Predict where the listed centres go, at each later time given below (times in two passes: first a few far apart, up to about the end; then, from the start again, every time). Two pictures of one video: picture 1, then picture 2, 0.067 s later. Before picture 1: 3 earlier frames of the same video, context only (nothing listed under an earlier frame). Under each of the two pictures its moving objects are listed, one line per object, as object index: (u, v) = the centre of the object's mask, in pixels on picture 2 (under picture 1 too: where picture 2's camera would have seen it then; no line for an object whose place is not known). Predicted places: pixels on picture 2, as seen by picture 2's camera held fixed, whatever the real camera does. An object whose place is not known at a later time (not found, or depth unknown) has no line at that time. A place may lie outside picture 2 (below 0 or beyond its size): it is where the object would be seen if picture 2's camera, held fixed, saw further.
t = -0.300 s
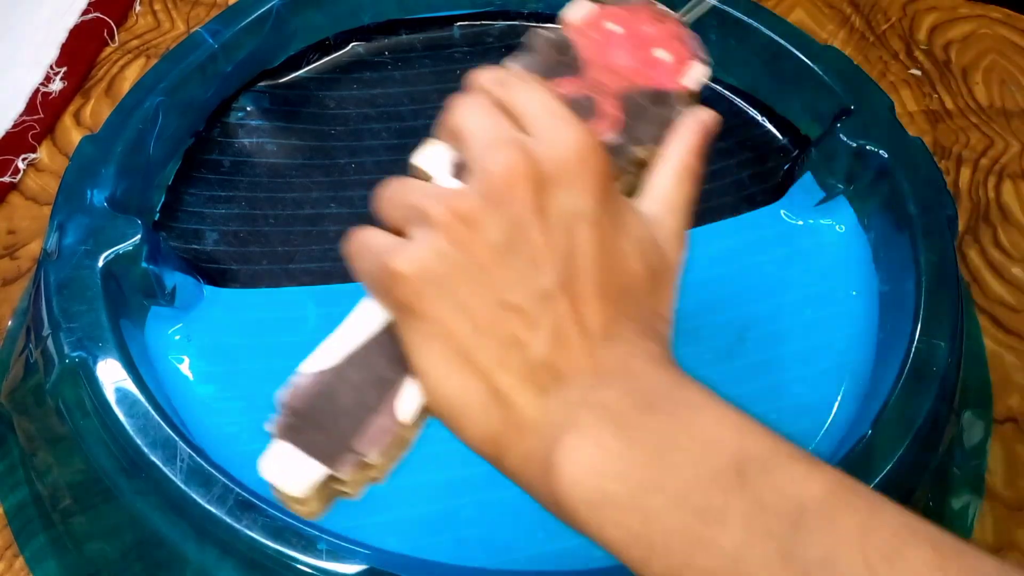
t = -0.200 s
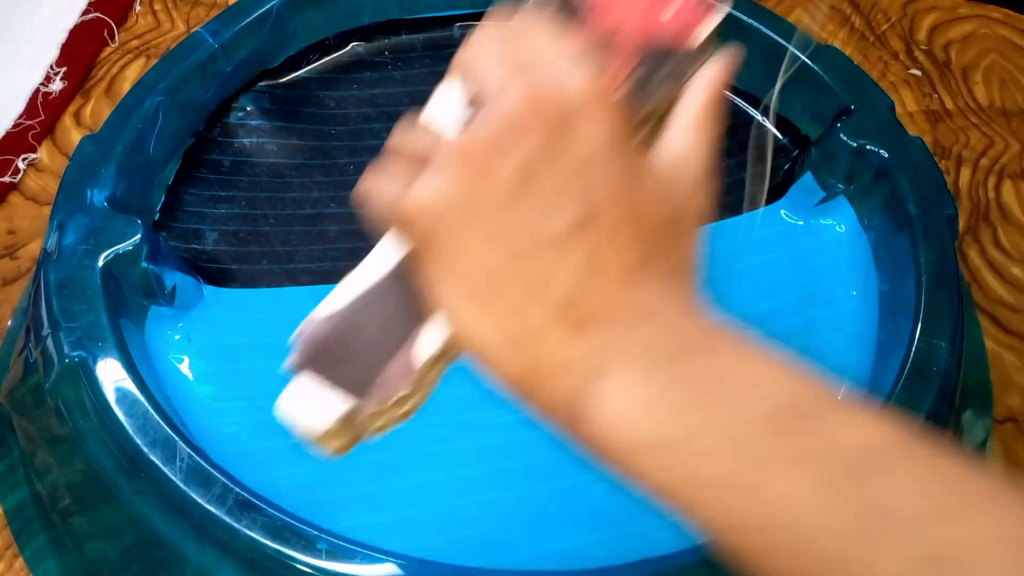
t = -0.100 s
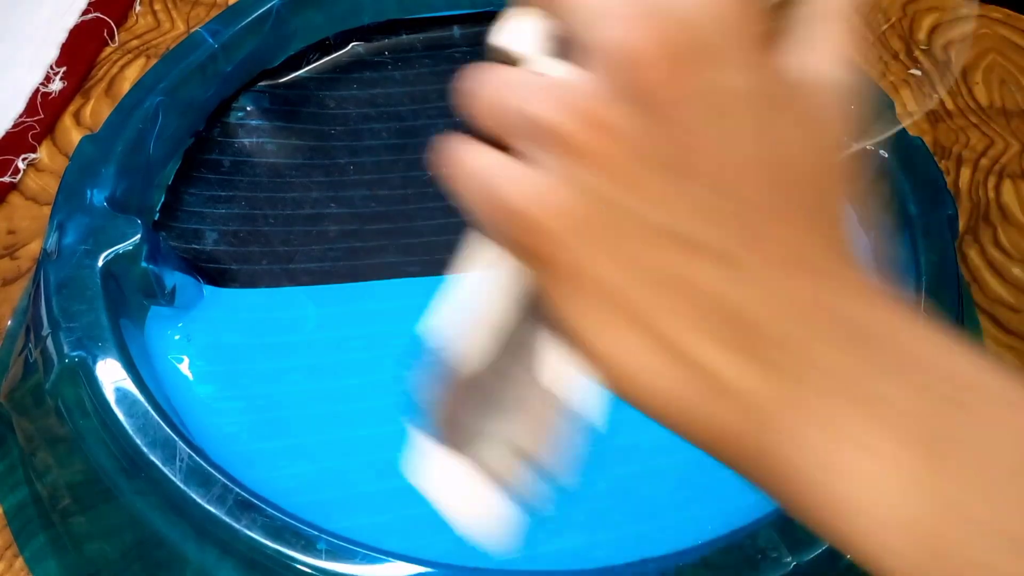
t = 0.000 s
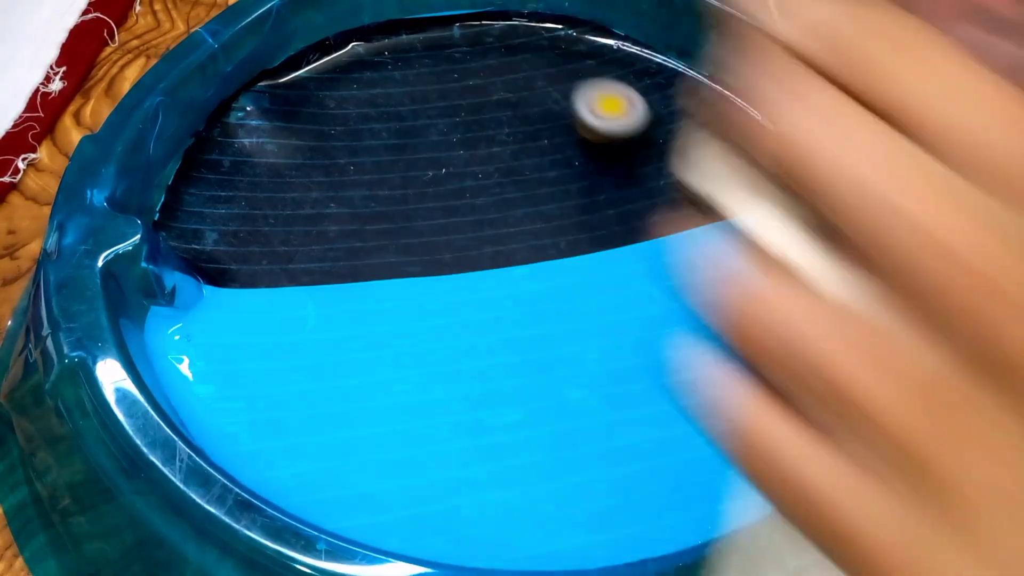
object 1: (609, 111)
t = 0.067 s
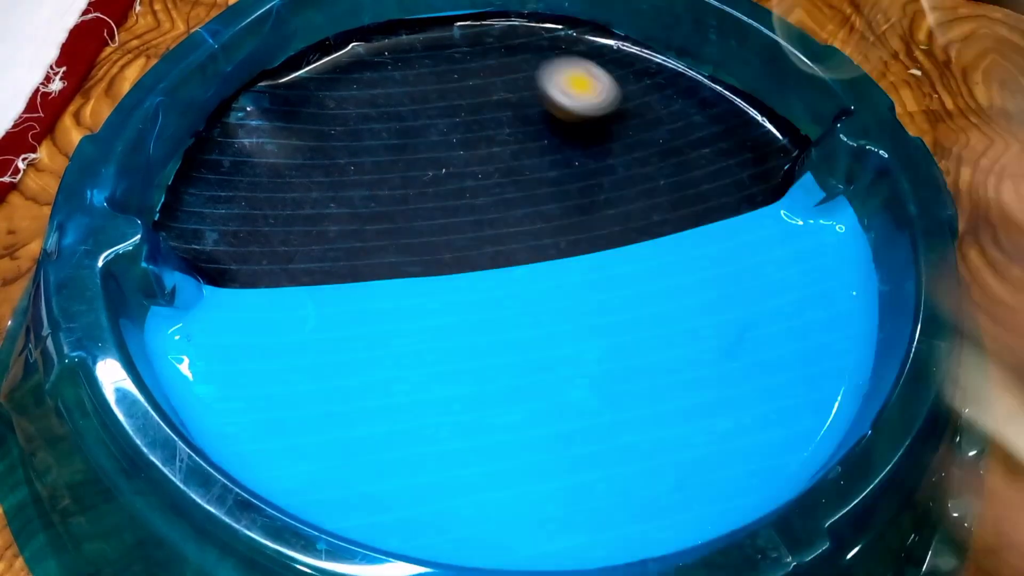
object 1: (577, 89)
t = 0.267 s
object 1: (418, 66)
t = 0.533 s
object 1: (258, 260)
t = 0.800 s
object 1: (575, 447)
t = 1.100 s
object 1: (772, 209)
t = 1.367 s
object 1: (476, 218)
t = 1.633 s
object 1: (348, 335)
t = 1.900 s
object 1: (493, 462)
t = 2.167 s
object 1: (630, 358)
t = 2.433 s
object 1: (539, 214)
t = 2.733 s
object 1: (321, 190)
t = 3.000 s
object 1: (279, 333)
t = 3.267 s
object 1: (503, 367)
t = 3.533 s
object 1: (604, 224)
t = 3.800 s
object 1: (536, 135)
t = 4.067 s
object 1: (417, 134)
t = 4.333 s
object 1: (435, 251)
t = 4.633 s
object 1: (622, 275)
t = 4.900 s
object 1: (658, 182)
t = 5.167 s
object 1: (536, 172)
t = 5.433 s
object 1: (474, 273)
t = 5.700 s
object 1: (556, 369)
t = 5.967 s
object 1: (629, 337)
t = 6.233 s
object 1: (569, 283)
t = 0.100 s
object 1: (557, 81)
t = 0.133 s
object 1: (533, 72)
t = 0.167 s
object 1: (507, 65)
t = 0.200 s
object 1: (478, 62)
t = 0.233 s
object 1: (448, 63)
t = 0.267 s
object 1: (418, 66)
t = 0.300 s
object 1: (388, 74)
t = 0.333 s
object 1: (358, 85)
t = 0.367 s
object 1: (328, 103)
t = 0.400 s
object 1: (301, 126)
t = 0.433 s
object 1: (278, 157)
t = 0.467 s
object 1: (262, 191)
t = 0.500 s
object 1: (255, 225)
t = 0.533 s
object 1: (258, 260)
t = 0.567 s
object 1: (271, 300)
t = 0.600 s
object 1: (294, 341)
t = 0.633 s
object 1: (328, 376)
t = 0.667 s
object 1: (370, 406)
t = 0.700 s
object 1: (419, 428)
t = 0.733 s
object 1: (471, 444)
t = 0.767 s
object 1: (523, 449)
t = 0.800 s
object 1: (575, 447)
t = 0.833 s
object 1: (626, 435)
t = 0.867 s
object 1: (675, 417)
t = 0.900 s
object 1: (719, 393)
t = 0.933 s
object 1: (756, 361)
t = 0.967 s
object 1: (781, 327)
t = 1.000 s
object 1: (797, 292)
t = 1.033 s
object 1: (805, 260)
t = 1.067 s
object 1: (802, 223)
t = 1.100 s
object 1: (772, 209)
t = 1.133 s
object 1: (735, 208)
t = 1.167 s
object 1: (693, 216)
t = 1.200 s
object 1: (652, 214)
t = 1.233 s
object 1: (613, 214)
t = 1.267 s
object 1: (576, 213)
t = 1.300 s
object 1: (540, 213)
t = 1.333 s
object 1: (507, 214)
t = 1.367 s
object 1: (476, 218)
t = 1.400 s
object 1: (447, 224)
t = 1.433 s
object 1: (420, 233)
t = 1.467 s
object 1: (398, 243)
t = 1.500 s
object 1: (381, 256)
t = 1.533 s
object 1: (369, 271)
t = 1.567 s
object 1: (359, 288)
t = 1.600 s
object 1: (352, 310)
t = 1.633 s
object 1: (348, 335)
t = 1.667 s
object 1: (350, 358)
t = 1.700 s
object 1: (357, 381)
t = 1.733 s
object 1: (369, 404)
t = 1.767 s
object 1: (387, 425)
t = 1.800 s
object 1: (411, 443)
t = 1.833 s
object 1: (438, 456)
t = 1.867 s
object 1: (465, 461)
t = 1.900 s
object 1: (493, 462)
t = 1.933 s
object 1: (519, 458)
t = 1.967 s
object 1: (543, 450)
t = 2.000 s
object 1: (565, 440)
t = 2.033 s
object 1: (585, 428)
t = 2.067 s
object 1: (603, 412)
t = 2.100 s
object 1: (617, 395)
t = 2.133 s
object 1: (626, 377)
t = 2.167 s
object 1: (630, 358)
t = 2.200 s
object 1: (630, 339)
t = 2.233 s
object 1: (626, 318)
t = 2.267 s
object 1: (618, 298)
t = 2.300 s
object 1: (606, 276)
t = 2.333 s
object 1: (591, 257)
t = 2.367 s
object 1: (575, 239)
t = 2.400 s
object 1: (558, 225)
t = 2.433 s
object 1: (539, 214)
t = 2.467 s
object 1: (517, 202)
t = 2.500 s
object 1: (493, 192)
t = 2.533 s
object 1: (468, 185)
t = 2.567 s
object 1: (441, 179)
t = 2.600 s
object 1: (416, 176)
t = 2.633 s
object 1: (391, 177)
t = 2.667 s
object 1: (368, 178)
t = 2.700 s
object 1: (344, 183)
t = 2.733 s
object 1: (321, 190)
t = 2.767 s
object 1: (301, 201)
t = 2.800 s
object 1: (284, 213)
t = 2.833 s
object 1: (270, 230)
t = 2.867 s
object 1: (260, 246)
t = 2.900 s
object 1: (256, 265)
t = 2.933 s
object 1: (257, 287)
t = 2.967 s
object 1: (264, 309)
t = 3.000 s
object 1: (279, 333)
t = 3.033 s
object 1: (299, 351)
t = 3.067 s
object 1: (322, 366)
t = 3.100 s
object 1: (351, 378)
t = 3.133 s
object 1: (380, 385)
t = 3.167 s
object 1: (412, 387)
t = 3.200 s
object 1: (444, 383)
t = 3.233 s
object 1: (474, 377)
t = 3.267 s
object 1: (503, 367)
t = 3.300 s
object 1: (530, 353)
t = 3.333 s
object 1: (553, 337)
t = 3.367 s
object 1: (571, 319)
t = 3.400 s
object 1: (585, 301)
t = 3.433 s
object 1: (596, 278)
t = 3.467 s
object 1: (603, 258)
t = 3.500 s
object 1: (605, 240)
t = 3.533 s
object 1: (604, 224)
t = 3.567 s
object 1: (601, 210)
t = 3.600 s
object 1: (594, 196)
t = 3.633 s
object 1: (587, 183)
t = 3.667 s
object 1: (579, 171)
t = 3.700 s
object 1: (569, 161)
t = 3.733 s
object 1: (559, 151)
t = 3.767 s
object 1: (548, 143)
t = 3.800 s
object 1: (536, 135)
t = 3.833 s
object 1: (522, 129)
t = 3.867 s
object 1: (508, 125)
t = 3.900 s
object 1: (494, 121)
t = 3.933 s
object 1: (478, 119)
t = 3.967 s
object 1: (461, 119)
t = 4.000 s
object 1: (446, 121)
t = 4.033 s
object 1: (431, 126)
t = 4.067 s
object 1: (417, 134)
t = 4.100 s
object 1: (407, 143)
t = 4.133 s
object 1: (400, 157)
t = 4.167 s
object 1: (396, 172)
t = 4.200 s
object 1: (396, 188)
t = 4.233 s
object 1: (400, 206)
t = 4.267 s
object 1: (407, 224)
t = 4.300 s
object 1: (419, 239)
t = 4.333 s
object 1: (435, 251)
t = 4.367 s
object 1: (453, 263)
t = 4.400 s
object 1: (473, 272)
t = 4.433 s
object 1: (494, 279)
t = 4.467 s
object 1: (515, 285)
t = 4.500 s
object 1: (538, 288)
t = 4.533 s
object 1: (560, 289)
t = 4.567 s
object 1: (583, 288)
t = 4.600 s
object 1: (604, 283)
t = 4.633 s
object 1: (622, 275)
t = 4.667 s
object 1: (638, 265)
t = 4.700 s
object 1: (652, 253)
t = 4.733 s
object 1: (662, 241)
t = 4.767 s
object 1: (669, 228)
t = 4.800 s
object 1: (672, 215)
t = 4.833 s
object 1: (671, 202)
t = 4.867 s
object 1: (666, 192)
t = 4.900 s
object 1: (658, 182)
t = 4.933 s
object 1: (646, 172)
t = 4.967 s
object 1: (633, 165)
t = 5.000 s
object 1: (618, 160)
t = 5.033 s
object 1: (602, 157)
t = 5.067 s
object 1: (585, 158)
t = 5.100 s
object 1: (568, 160)
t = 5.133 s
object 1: (551, 165)
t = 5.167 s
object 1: (536, 172)
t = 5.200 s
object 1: (521, 181)
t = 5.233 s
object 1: (508, 191)
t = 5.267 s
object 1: (496, 204)
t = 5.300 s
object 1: (486, 217)
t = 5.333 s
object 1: (479, 230)
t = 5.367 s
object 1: (475, 242)
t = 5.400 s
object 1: (474, 257)
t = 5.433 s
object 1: (474, 273)
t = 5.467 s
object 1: (476, 288)
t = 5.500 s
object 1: (481, 305)
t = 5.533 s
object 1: (487, 321)
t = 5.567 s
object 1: (497, 335)
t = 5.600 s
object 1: (509, 347)
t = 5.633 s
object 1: (524, 357)
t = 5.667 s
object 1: (539, 364)
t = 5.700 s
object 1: (556, 369)
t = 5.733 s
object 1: (571, 371)
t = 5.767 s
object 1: (581, 371)
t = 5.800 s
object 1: (591, 369)
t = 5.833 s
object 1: (601, 364)
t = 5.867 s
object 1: (613, 360)
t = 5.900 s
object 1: (624, 354)
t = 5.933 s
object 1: (629, 346)
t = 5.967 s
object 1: (629, 337)
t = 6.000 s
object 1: (626, 328)
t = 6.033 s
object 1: (620, 319)
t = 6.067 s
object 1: (614, 310)
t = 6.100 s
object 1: (606, 303)
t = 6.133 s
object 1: (597, 295)
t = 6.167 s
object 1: (587, 289)
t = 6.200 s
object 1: (578, 285)
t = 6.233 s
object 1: (569, 283)
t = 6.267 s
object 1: (562, 281)
